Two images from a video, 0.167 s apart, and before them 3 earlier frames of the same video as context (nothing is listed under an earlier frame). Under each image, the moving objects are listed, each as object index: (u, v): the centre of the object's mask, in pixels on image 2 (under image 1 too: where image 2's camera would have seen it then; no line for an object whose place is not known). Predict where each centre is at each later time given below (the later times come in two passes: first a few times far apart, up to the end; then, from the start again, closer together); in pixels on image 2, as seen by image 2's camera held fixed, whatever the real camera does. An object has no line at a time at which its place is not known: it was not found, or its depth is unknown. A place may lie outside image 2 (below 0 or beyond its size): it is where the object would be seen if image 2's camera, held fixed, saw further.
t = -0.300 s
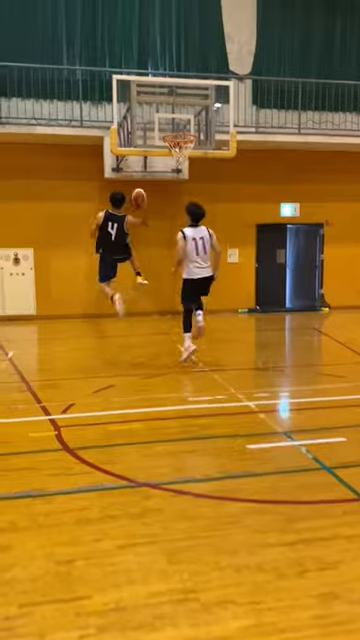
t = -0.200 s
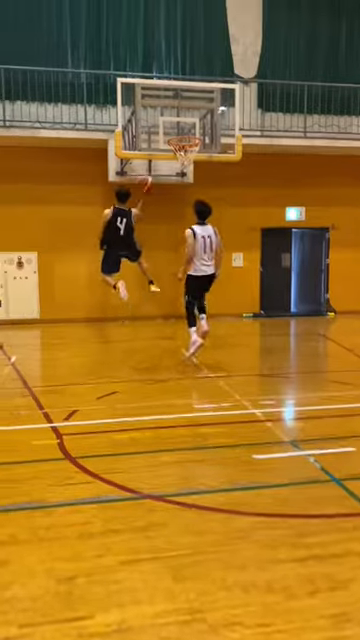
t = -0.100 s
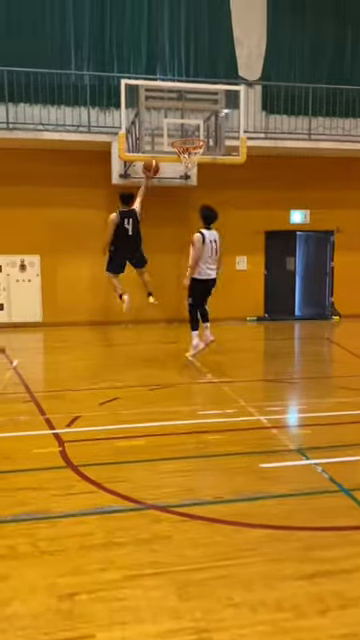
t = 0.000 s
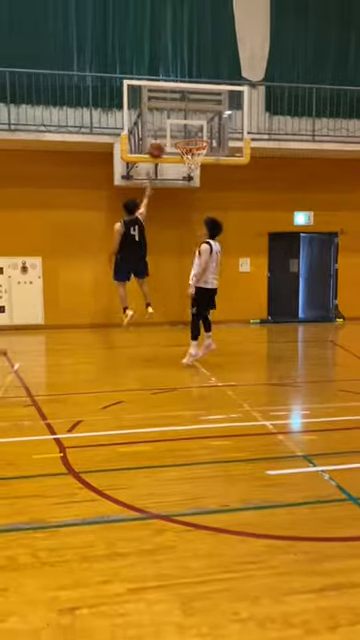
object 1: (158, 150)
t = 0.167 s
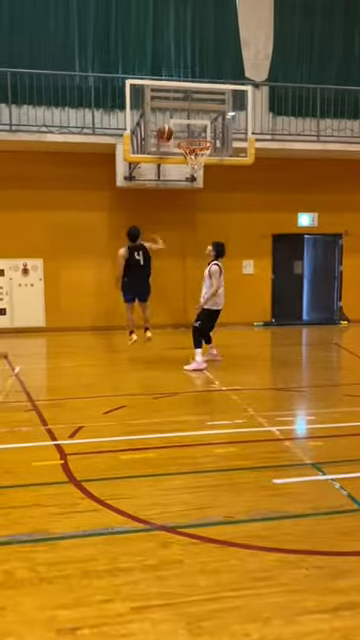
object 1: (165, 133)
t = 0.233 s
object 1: (169, 130)
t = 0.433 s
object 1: (191, 133)
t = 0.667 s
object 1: (205, 160)
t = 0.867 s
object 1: (206, 193)
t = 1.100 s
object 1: (204, 266)
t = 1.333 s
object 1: (200, 348)
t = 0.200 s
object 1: (165, 133)
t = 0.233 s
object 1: (169, 130)
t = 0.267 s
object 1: (172, 128)
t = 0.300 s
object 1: (175, 129)
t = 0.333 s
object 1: (180, 129)
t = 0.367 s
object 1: (183, 130)
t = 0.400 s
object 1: (187, 132)
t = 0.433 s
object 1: (191, 133)
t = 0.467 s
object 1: (194, 134)
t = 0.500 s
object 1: (196, 143)
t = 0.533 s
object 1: (202, 149)
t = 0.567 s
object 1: (204, 152)
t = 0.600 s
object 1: (202, 157)
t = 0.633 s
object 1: (205, 158)
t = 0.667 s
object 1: (205, 160)
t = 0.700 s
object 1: (204, 163)
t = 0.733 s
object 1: (203, 165)
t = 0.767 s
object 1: (204, 172)
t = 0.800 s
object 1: (204, 178)
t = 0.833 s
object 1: (204, 184)
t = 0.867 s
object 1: (206, 193)
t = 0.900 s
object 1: (204, 201)
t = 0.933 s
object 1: (205, 210)
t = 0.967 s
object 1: (204, 219)
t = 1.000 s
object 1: (203, 230)
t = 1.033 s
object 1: (204, 242)
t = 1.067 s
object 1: (204, 253)
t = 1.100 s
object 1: (204, 266)
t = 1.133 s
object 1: (204, 281)
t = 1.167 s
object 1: (202, 295)
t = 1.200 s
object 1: (203, 311)
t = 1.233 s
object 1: (203, 327)
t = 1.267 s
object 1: (202, 342)
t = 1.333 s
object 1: (200, 348)
